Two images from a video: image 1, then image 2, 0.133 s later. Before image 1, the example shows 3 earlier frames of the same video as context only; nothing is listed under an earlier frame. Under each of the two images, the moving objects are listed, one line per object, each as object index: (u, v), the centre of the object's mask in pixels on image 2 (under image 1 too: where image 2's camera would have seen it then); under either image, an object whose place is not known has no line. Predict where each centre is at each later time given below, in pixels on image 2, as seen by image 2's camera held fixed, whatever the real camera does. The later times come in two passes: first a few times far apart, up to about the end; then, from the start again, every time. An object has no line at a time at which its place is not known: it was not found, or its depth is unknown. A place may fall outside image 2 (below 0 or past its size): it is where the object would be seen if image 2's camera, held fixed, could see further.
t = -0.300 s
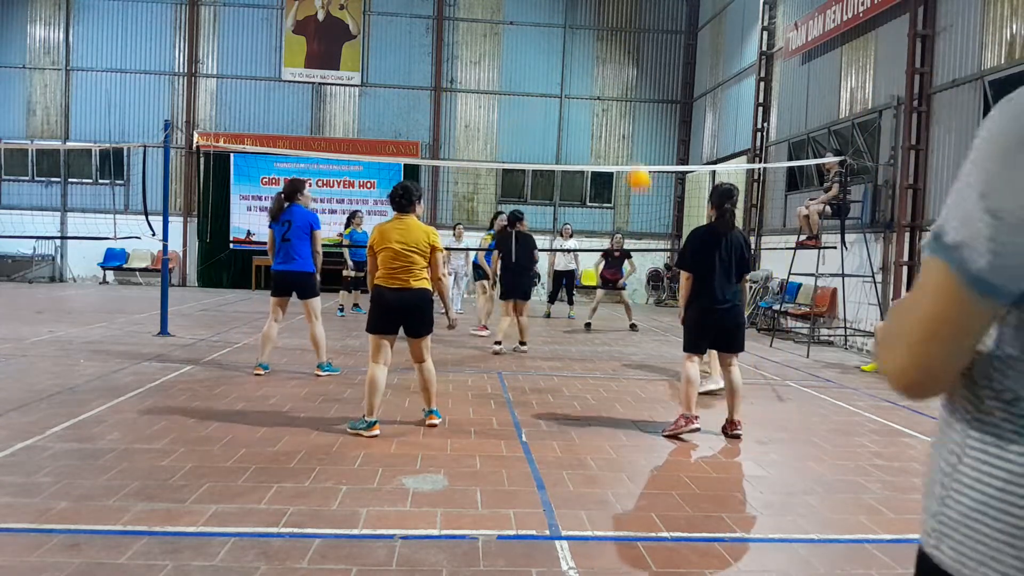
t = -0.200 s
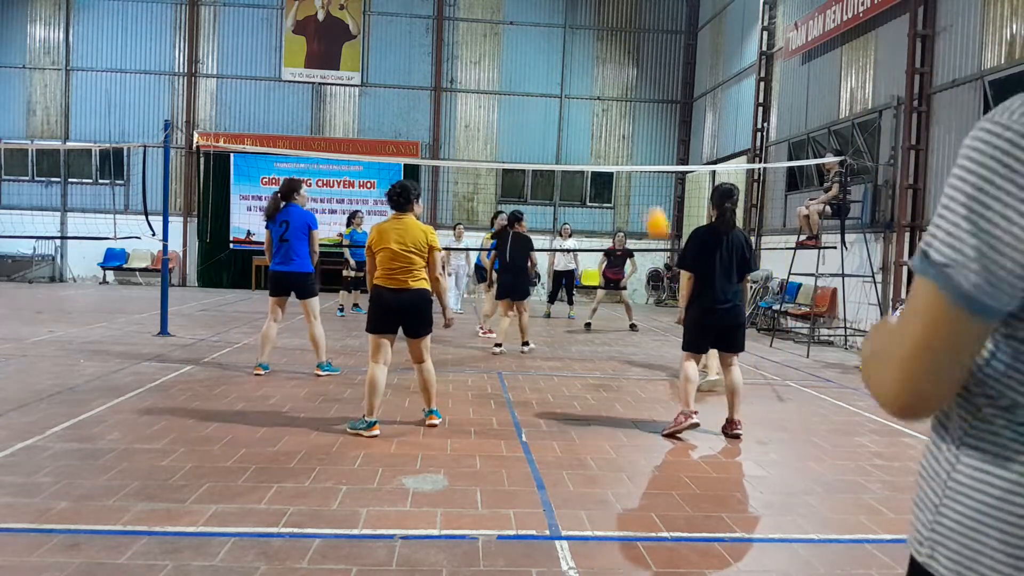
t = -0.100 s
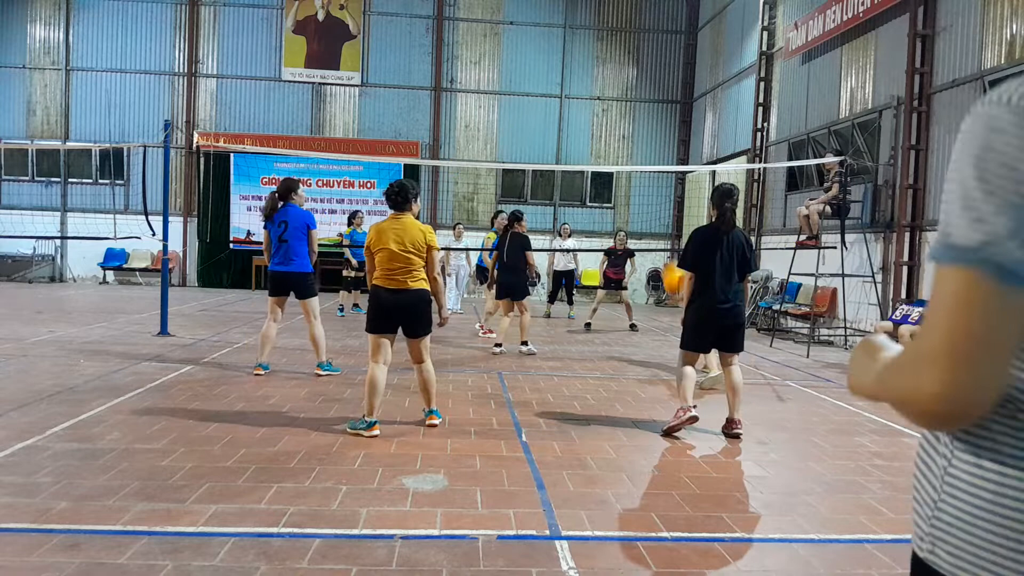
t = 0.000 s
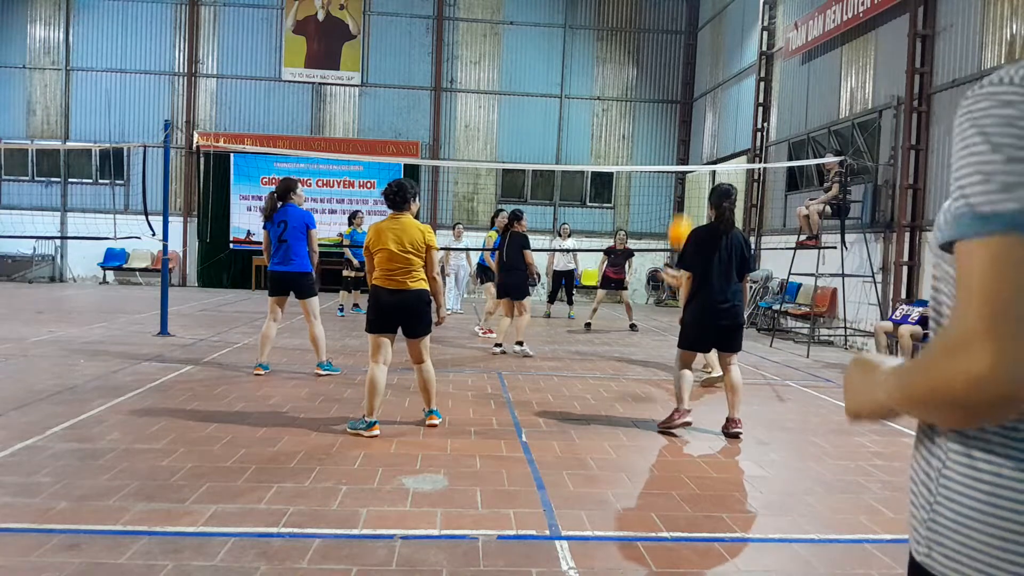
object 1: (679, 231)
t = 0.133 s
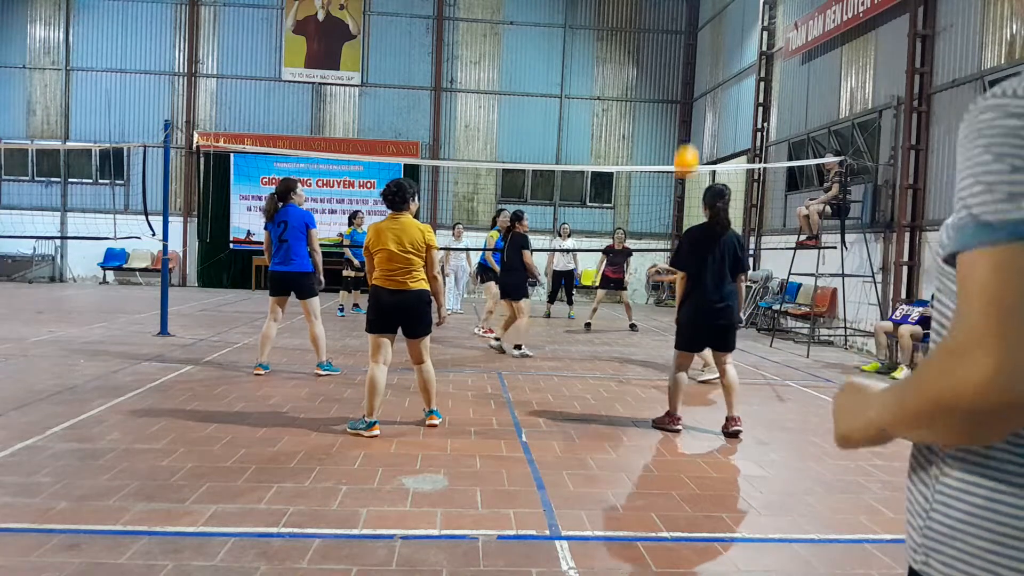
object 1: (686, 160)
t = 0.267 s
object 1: (690, 108)
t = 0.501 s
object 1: (693, 57)
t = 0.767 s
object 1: (692, 71)
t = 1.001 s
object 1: (687, 149)
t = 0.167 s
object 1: (687, 146)
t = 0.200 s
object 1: (688, 132)
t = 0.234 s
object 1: (689, 120)
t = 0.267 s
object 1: (690, 108)
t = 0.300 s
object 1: (691, 97)
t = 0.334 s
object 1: (691, 87)
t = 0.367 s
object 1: (692, 79)
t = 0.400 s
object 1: (692, 72)
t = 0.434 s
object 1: (692, 66)
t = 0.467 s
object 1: (693, 61)
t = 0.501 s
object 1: (693, 57)
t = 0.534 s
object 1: (693, 55)
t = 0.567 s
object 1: (693, 54)
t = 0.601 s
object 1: (693, 54)
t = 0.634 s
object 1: (693, 55)
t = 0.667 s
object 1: (692, 58)
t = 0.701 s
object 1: (692, 61)
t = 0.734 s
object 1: (692, 66)
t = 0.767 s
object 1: (692, 71)
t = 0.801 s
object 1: (691, 79)
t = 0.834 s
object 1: (691, 88)
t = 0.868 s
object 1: (690, 98)
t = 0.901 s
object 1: (690, 109)
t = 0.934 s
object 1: (689, 122)
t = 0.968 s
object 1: (688, 136)
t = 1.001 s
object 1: (687, 149)
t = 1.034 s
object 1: (686, 167)
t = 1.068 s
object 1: (685, 187)
